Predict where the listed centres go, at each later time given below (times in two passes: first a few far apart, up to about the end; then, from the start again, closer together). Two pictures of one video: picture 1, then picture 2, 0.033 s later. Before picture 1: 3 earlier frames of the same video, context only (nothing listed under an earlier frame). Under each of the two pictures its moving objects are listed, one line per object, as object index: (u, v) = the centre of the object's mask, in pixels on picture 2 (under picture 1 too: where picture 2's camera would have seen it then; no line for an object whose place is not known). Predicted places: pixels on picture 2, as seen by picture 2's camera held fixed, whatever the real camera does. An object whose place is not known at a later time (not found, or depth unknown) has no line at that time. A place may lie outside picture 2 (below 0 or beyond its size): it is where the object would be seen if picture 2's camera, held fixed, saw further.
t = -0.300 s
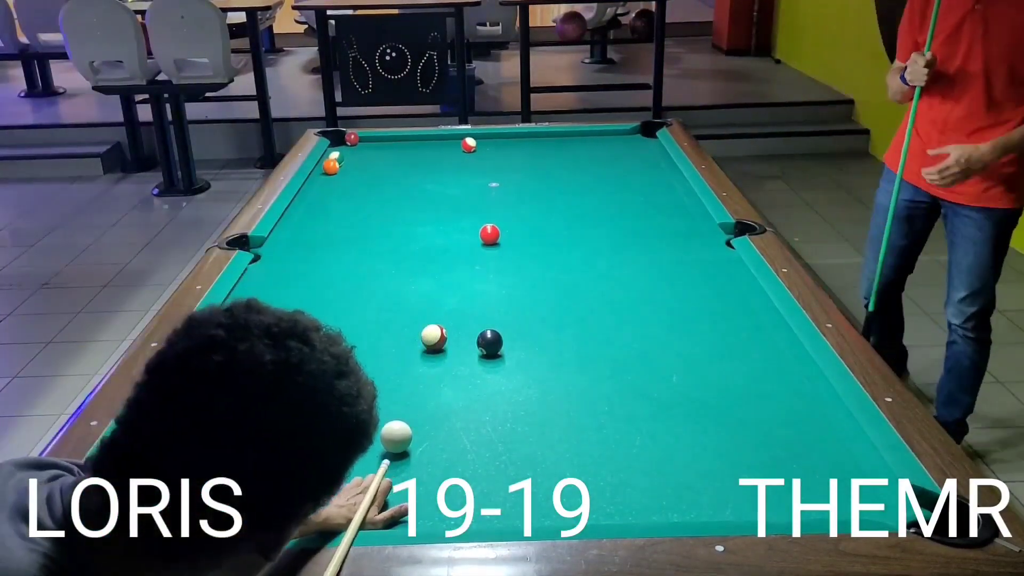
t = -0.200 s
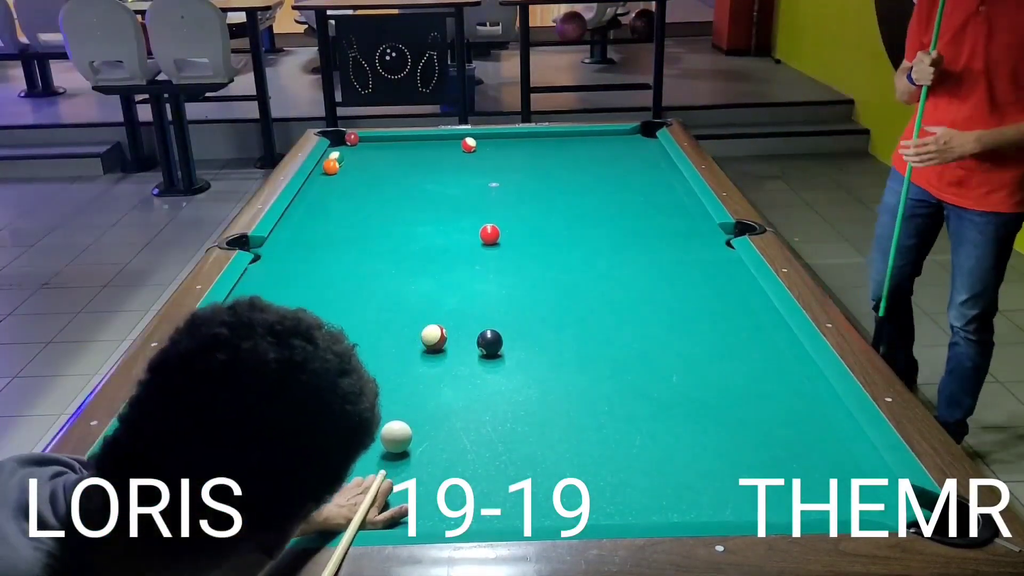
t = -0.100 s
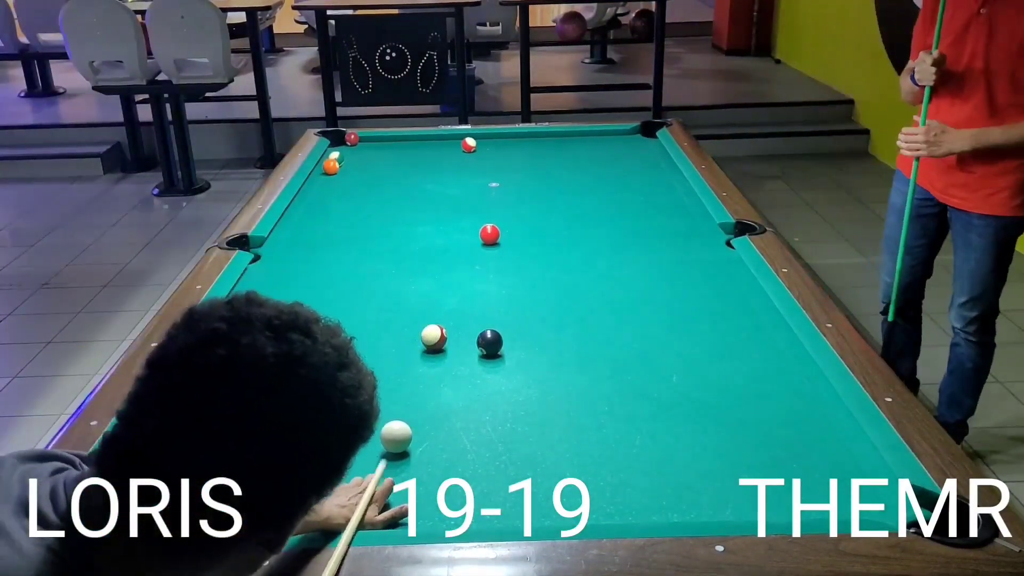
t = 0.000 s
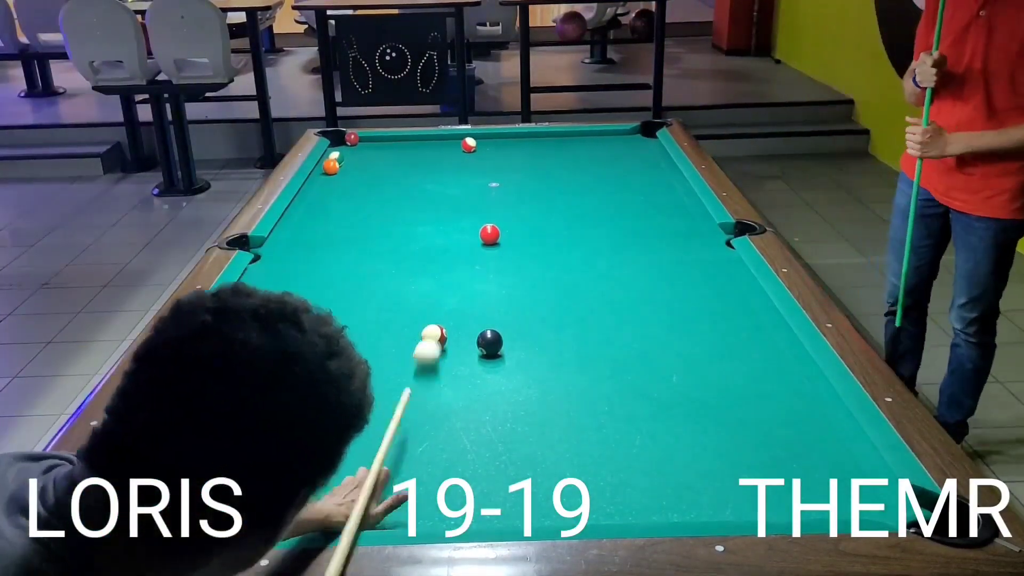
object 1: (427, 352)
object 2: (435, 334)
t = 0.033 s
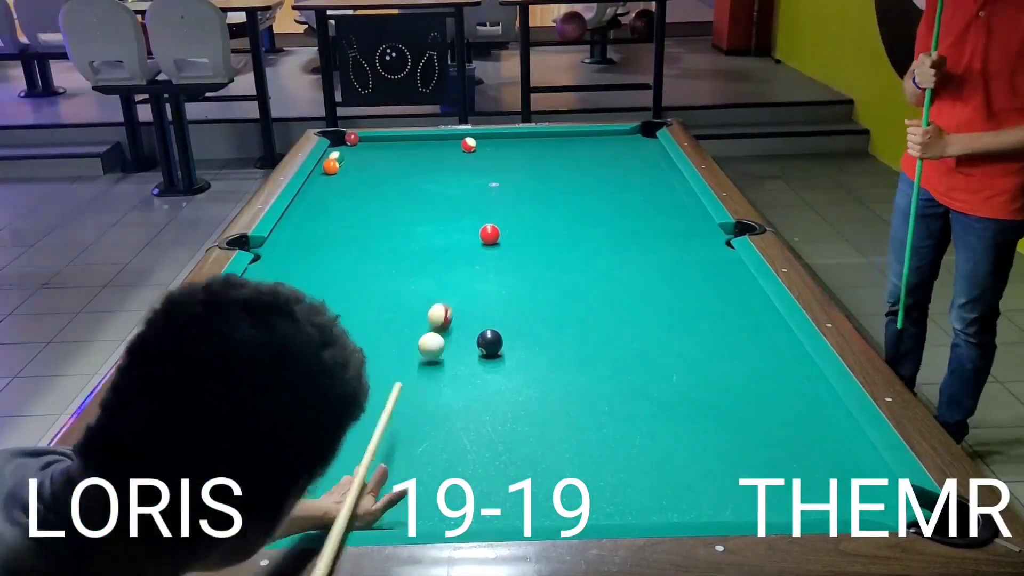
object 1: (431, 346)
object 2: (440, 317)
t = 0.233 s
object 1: (445, 340)
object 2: (472, 215)
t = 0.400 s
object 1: (455, 332)
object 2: (487, 167)
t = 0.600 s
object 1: (466, 322)
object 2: (498, 136)
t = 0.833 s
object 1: (478, 313)
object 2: (503, 172)
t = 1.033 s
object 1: (488, 305)
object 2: (510, 203)
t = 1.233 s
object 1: (497, 299)
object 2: (518, 241)
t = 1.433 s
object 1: (505, 292)
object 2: (529, 291)
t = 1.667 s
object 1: (513, 286)
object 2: (546, 370)
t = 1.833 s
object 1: (519, 283)
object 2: (563, 446)
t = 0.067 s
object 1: (434, 347)
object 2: (447, 295)
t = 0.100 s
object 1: (436, 346)
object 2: (453, 275)
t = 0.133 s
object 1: (438, 345)
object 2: (458, 257)
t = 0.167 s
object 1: (440, 343)
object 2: (464, 241)
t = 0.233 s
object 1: (445, 340)
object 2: (472, 215)
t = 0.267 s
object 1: (447, 338)
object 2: (476, 203)
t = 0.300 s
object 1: (449, 336)
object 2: (479, 194)
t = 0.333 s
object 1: (451, 335)
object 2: (482, 184)
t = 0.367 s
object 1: (453, 333)
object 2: (485, 175)
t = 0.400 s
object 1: (455, 332)
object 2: (487, 167)
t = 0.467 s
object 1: (459, 328)
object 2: (492, 153)
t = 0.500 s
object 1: (461, 327)
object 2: (494, 147)
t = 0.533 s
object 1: (463, 325)
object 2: (496, 141)
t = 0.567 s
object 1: (464, 324)
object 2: (497, 136)
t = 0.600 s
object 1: (466, 322)
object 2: (498, 136)
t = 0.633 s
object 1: (468, 321)
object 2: (498, 141)
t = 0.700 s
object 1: (472, 318)
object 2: (500, 152)
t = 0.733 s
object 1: (473, 317)
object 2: (501, 157)
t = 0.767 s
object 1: (475, 315)
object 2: (502, 162)
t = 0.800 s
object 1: (477, 314)
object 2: (502, 167)
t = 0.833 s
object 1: (478, 313)
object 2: (503, 172)
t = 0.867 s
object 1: (480, 311)
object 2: (504, 177)
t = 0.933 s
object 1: (483, 309)
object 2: (506, 187)
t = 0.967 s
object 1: (485, 308)
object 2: (508, 192)
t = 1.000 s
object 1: (486, 306)
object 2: (509, 198)
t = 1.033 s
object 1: (488, 305)
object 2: (510, 203)
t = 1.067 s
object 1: (489, 304)
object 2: (511, 209)
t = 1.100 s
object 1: (491, 303)
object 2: (513, 215)
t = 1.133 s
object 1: (492, 302)
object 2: (514, 221)
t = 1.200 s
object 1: (495, 300)
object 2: (517, 235)
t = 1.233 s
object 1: (497, 299)
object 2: (518, 241)
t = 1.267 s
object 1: (498, 298)
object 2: (520, 249)
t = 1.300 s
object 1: (499, 297)
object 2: (522, 257)
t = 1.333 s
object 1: (501, 296)
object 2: (523, 265)
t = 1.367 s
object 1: (502, 295)
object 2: (525, 273)
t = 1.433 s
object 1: (505, 292)
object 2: (529, 291)
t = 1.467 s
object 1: (506, 292)
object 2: (531, 300)
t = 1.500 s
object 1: (507, 291)
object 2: (534, 311)
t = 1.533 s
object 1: (508, 290)
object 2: (536, 321)
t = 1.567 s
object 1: (510, 289)
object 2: (538, 332)
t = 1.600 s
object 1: (511, 288)
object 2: (541, 344)
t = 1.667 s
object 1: (513, 286)
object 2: (546, 370)
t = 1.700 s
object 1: (514, 286)
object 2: (549, 383)
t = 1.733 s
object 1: (515, 285)
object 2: (552, 397)
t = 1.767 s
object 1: (516, 284)
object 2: (556, 414)
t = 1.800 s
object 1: (517, 283)
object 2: (560, 429)
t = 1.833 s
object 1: (519, 283)
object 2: (563, 446)
